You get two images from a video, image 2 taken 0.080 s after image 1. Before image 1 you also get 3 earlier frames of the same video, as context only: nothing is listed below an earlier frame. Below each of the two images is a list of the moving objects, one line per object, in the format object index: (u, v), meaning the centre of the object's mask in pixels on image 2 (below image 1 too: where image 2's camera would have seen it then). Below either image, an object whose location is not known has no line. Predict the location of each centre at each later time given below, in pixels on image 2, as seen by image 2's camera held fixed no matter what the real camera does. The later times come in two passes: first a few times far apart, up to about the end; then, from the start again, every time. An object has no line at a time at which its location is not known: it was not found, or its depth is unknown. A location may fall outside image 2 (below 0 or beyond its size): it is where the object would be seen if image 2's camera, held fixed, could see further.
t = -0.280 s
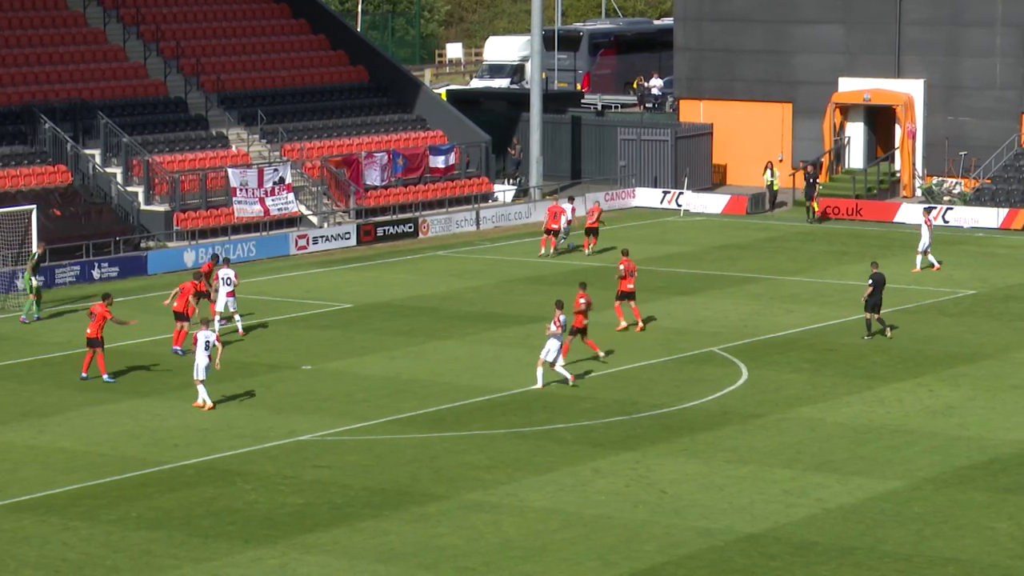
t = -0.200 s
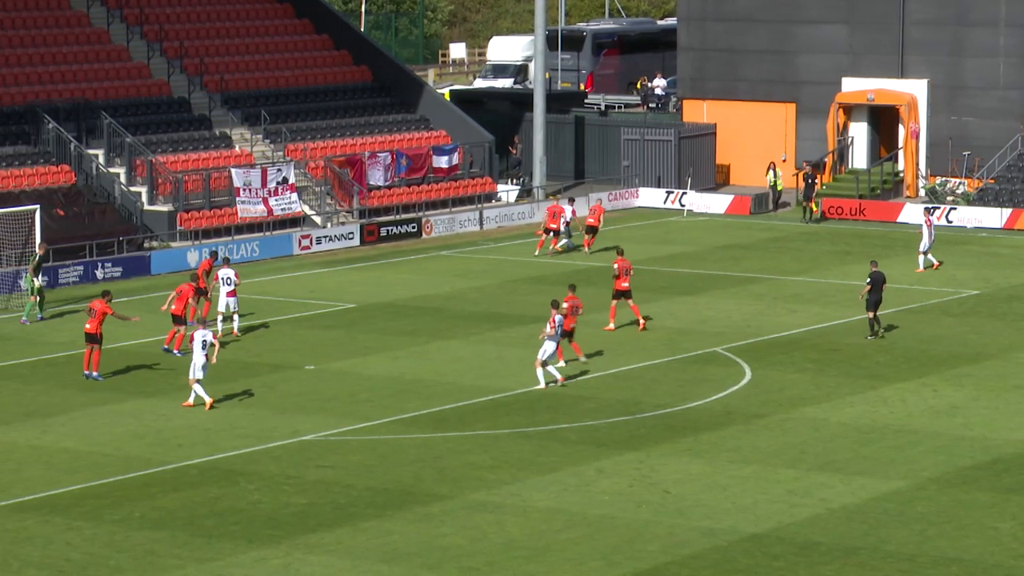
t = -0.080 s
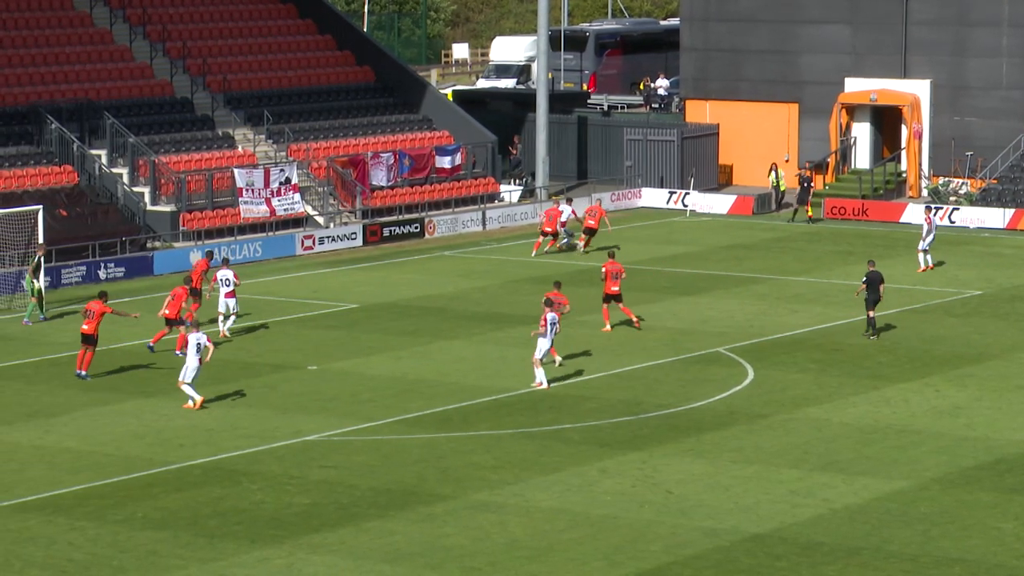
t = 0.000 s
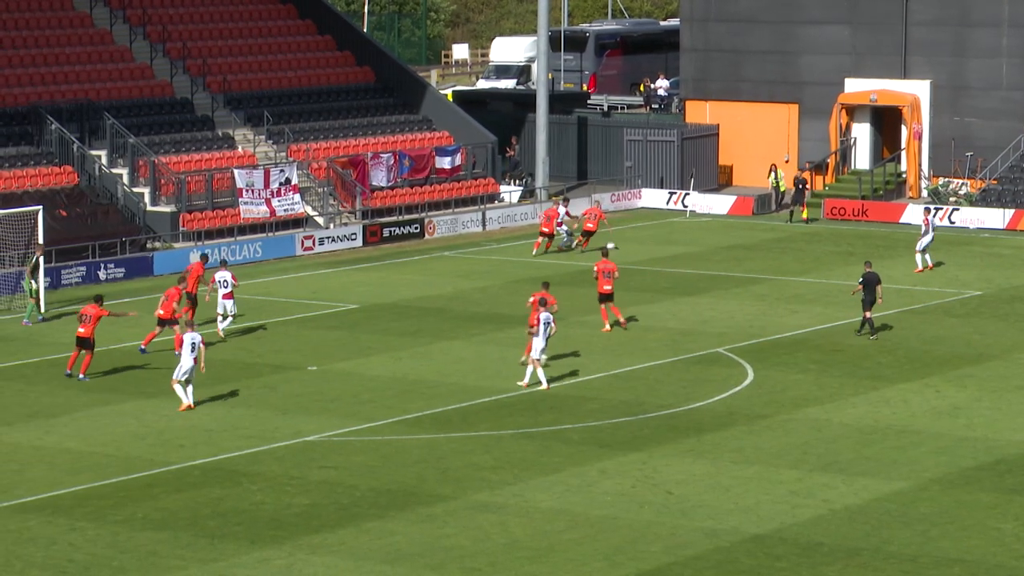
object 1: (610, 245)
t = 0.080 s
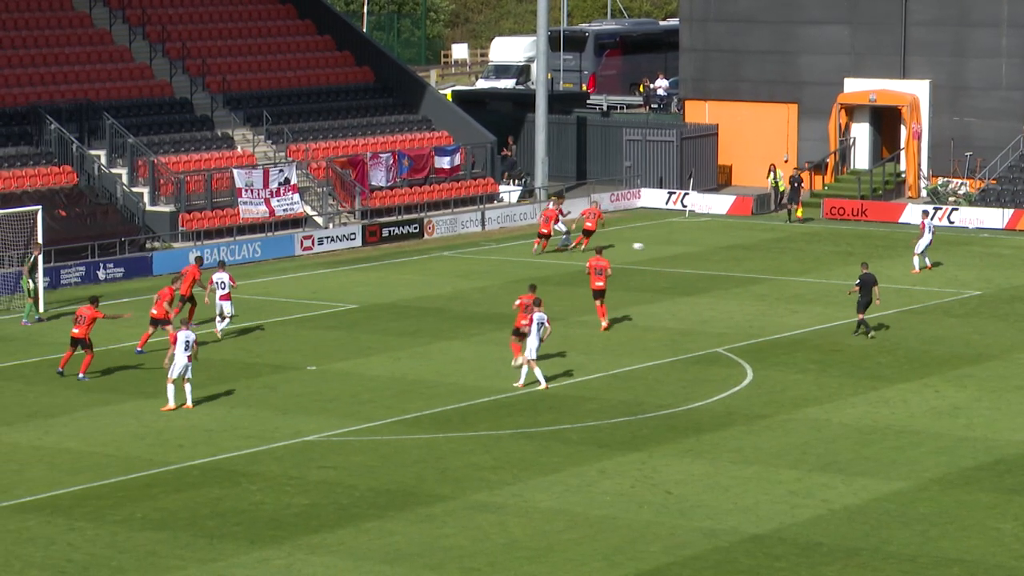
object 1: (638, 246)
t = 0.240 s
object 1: (690, 248)
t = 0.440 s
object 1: (742, 250)
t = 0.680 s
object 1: (793, 252)
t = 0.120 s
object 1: (651, 247)
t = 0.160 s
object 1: (664, 247)
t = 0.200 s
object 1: (677, 248)
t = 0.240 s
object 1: (690, 248)
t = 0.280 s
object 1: (701, 248)
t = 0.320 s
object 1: (712, 249)
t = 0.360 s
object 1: (722, 249)
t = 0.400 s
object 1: (733, 250)
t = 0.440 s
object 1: (742, 250)
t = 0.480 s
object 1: (752, 251)
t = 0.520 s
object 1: (761, 251)
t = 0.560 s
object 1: (769, 251)
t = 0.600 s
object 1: (777, 251)
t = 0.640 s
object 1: (785, 252)
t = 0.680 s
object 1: (793, 252)
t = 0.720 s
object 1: (800, 252)
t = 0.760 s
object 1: (808, 252)
